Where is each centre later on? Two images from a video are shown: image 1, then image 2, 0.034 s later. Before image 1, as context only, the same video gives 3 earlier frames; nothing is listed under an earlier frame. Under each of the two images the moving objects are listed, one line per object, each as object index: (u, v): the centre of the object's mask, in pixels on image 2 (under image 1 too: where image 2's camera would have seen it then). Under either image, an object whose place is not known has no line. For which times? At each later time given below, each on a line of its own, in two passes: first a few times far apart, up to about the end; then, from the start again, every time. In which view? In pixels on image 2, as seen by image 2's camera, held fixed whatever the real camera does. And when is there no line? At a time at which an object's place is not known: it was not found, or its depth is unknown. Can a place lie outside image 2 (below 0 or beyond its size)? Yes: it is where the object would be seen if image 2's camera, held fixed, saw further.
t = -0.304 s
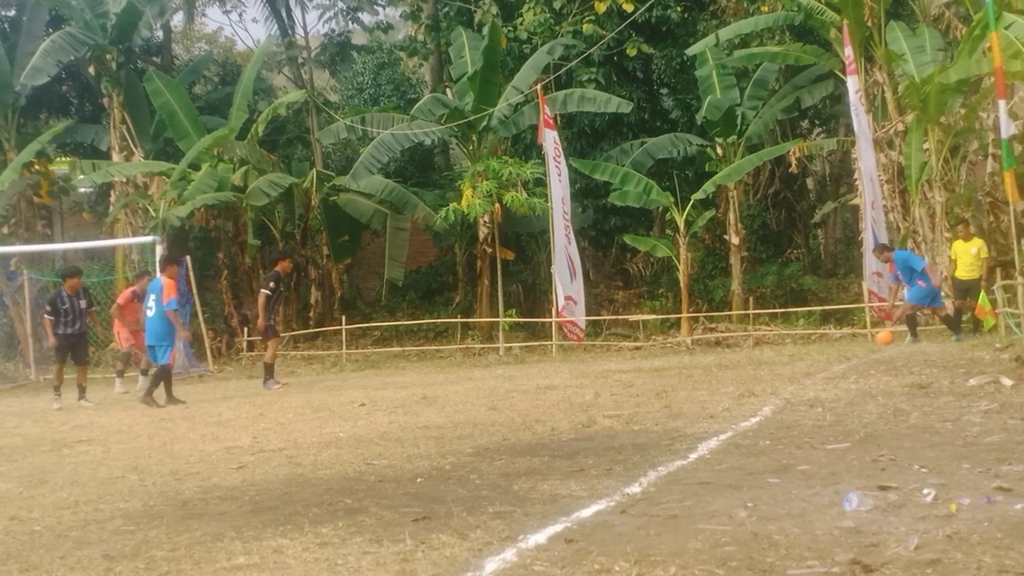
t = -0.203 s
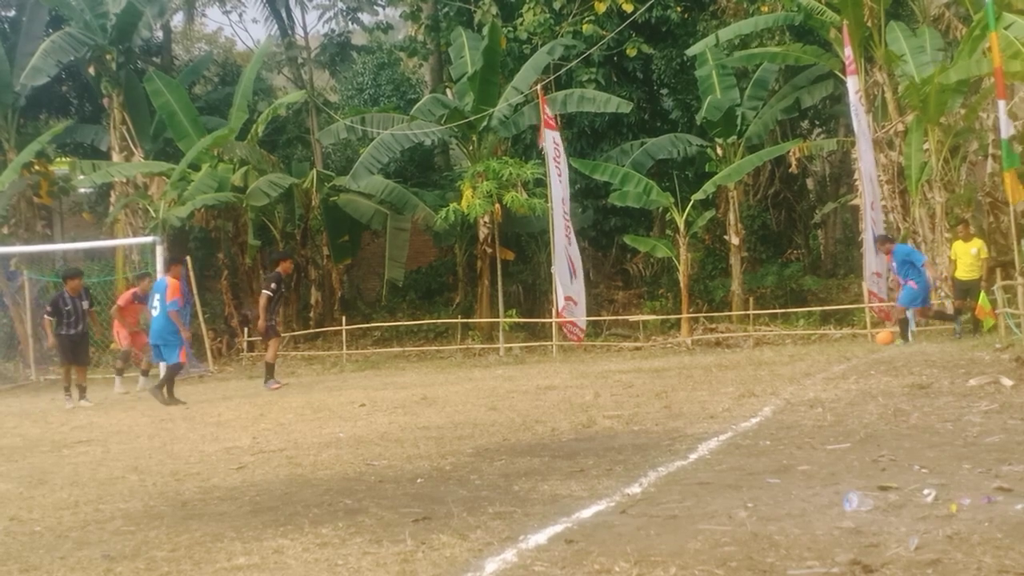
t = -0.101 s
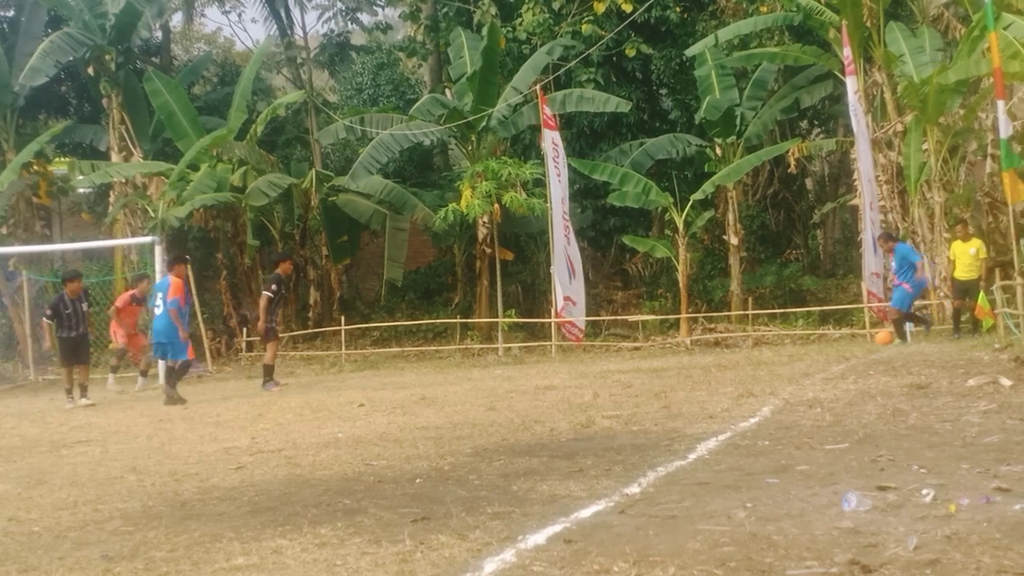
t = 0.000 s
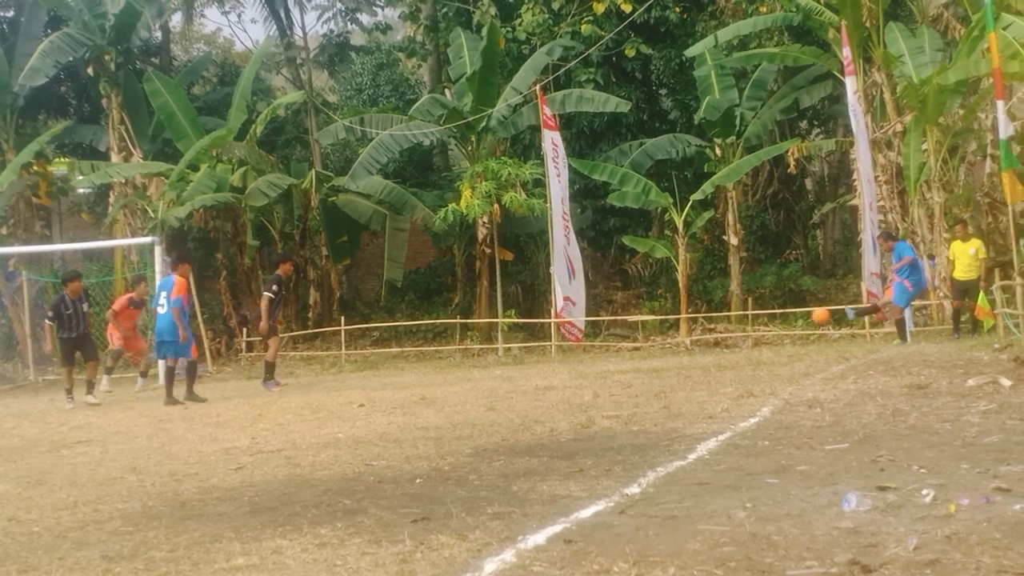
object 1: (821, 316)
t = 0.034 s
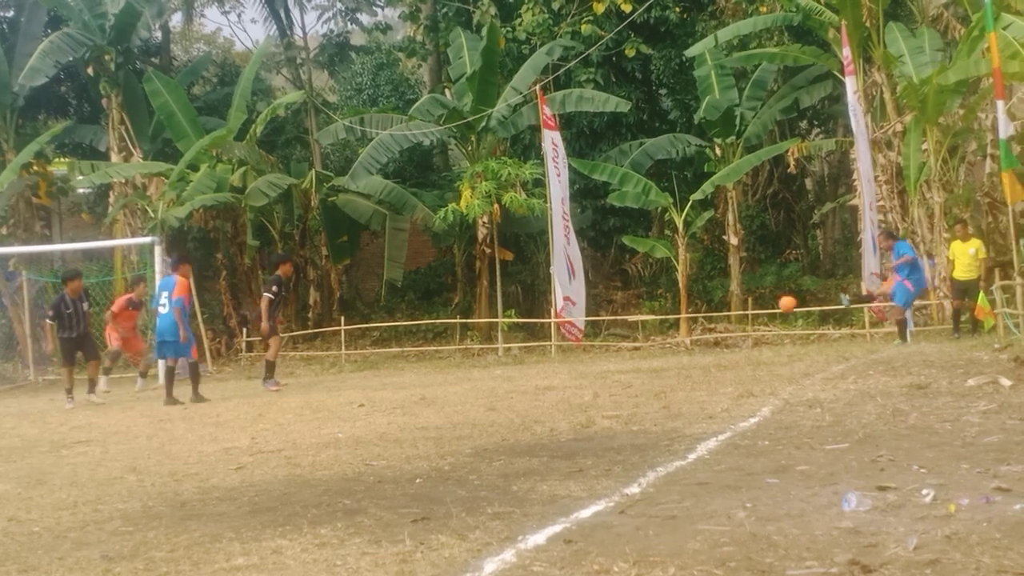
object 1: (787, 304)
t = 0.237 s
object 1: (602, 250)
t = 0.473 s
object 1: (394, 225)
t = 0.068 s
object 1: (755, 293)
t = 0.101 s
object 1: (723, 283)
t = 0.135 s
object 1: (693, 274)
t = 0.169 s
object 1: (663, 265)
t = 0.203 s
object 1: (632, 257)
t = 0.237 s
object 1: (602, 250)
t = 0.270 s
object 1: (571, 244)
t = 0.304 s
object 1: (541, 240)
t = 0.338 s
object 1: (512, 235)
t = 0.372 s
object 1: (483, 231)
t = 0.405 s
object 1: (453, 229)
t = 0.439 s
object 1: (423, 227)
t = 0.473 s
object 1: (394, 225)
